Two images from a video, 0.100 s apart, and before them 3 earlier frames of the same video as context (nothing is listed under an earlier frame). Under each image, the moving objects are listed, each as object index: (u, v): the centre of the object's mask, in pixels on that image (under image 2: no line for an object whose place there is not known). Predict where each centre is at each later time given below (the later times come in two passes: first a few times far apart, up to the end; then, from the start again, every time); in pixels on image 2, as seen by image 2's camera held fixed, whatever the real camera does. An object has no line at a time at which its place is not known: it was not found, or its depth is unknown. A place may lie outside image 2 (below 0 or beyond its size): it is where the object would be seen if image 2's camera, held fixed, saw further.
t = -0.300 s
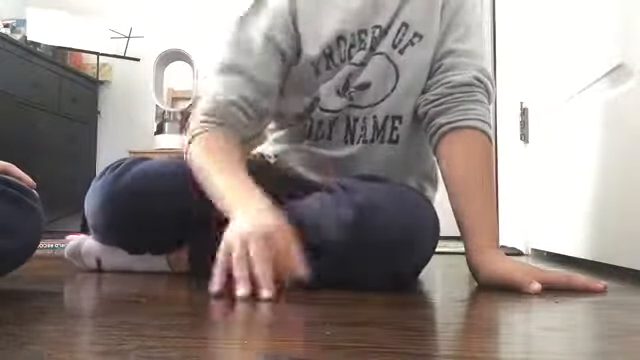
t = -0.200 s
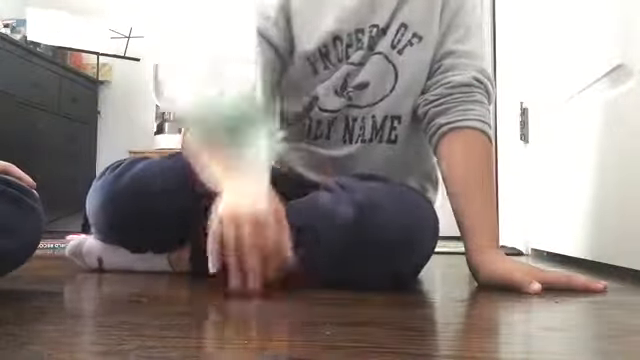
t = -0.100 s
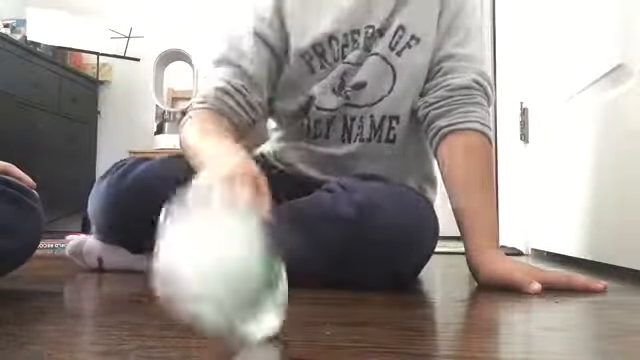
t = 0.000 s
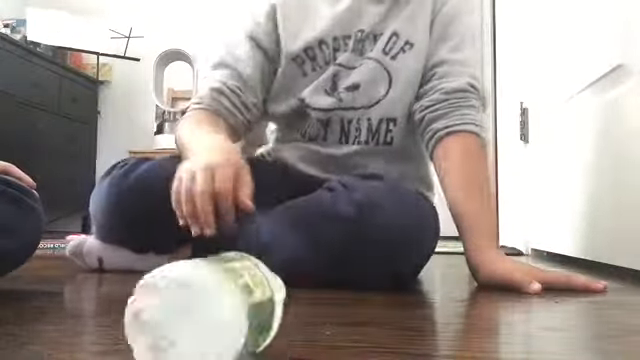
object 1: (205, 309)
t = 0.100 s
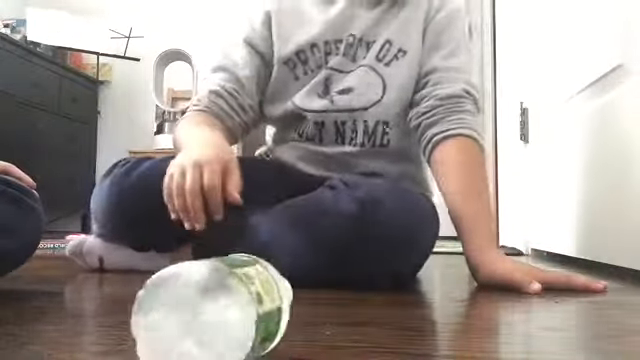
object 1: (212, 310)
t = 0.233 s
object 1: (219, 310)
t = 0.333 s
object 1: (224, 310)
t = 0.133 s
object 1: (214, 310)
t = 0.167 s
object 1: (216, 310)
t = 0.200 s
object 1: (218, 310)
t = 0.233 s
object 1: (219, 310)
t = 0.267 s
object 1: (220, 310)
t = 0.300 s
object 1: (222, 310)
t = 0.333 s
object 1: (224, 310)
